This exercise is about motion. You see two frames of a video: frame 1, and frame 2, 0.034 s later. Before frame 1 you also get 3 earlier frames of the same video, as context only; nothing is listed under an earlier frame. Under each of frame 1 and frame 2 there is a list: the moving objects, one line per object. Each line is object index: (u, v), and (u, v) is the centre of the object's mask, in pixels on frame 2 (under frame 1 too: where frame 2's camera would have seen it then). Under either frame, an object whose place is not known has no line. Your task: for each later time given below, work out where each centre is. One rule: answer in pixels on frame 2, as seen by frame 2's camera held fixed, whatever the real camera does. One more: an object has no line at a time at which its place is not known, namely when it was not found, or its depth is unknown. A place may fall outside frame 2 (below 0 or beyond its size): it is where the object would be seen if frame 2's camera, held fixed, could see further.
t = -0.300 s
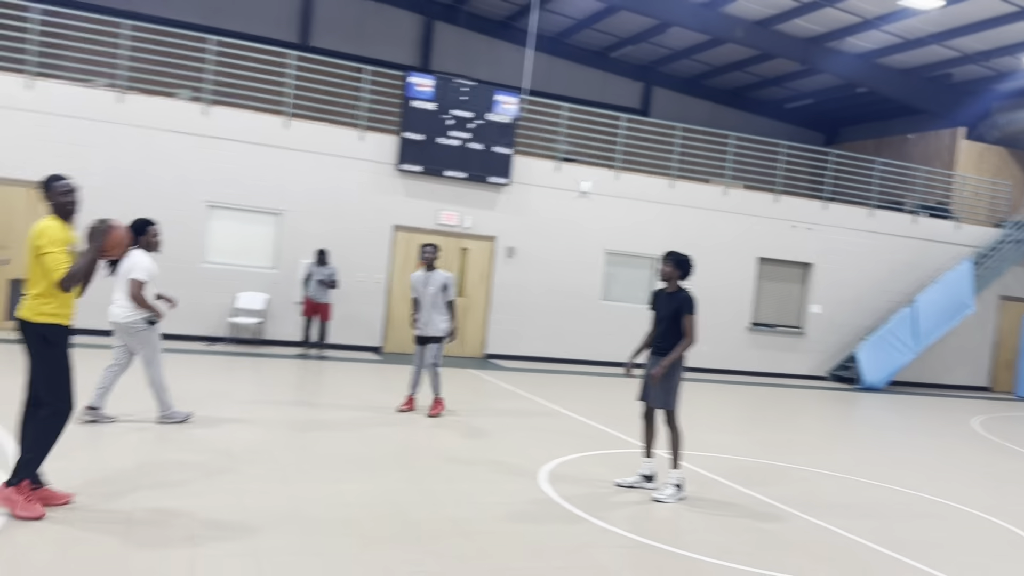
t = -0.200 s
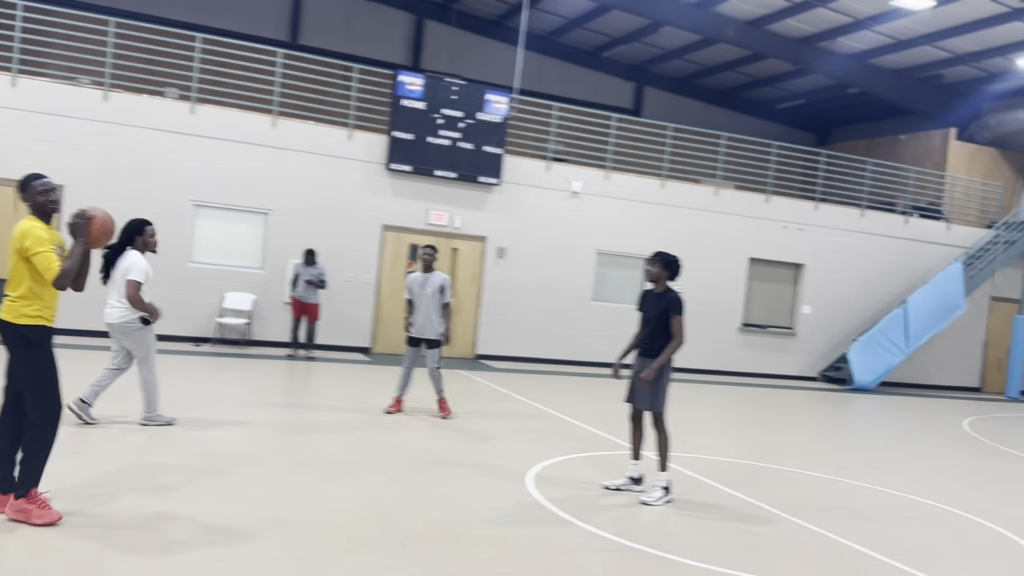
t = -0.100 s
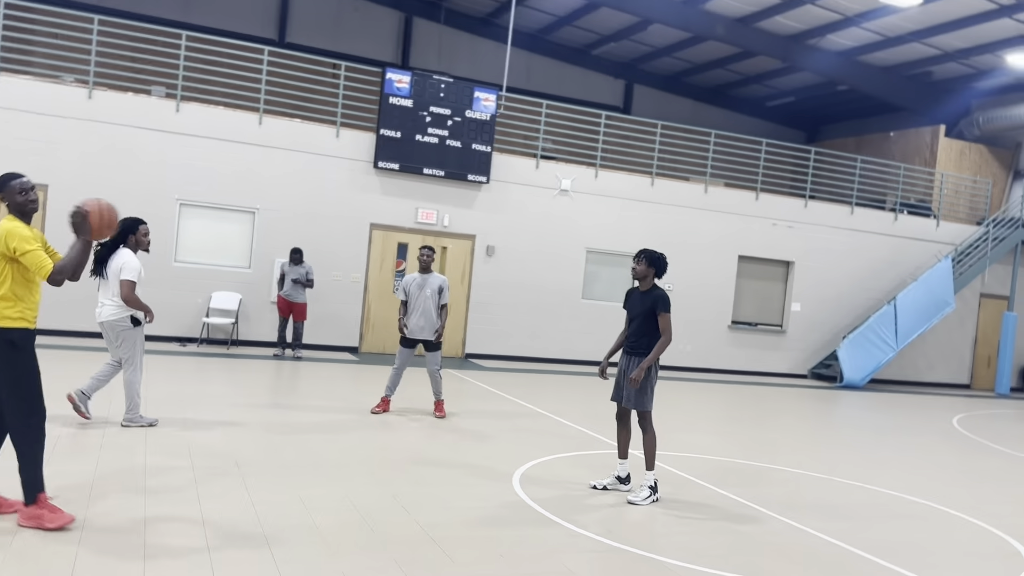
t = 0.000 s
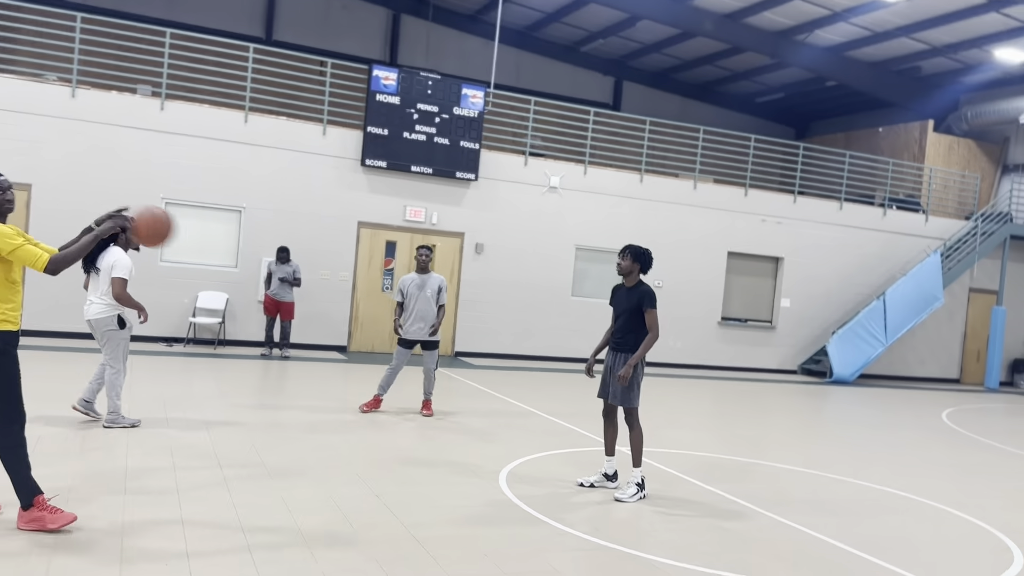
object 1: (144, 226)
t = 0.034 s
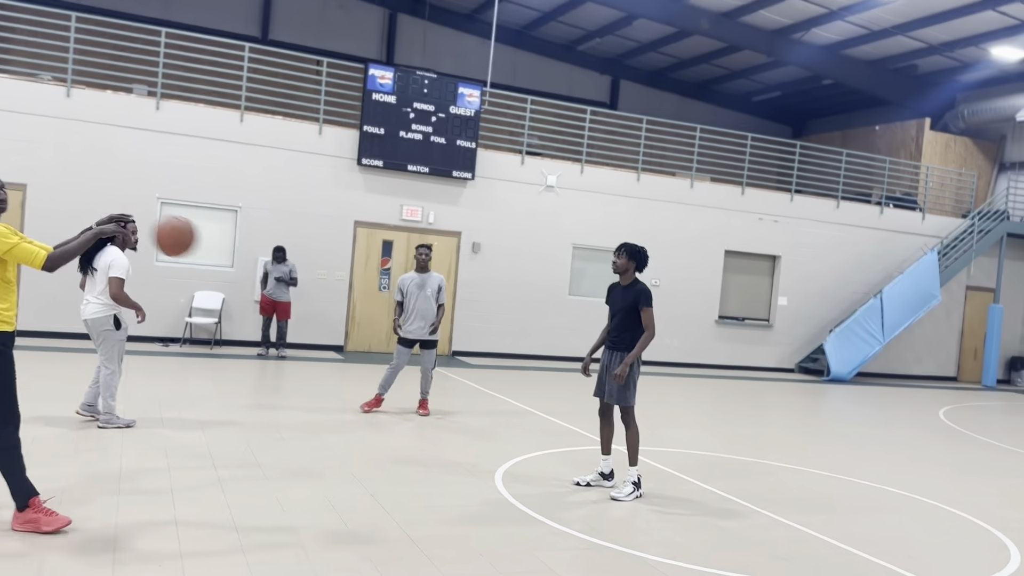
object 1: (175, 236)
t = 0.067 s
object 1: (203, 248)
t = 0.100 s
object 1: (230, 261)
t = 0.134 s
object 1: (255, 277)
